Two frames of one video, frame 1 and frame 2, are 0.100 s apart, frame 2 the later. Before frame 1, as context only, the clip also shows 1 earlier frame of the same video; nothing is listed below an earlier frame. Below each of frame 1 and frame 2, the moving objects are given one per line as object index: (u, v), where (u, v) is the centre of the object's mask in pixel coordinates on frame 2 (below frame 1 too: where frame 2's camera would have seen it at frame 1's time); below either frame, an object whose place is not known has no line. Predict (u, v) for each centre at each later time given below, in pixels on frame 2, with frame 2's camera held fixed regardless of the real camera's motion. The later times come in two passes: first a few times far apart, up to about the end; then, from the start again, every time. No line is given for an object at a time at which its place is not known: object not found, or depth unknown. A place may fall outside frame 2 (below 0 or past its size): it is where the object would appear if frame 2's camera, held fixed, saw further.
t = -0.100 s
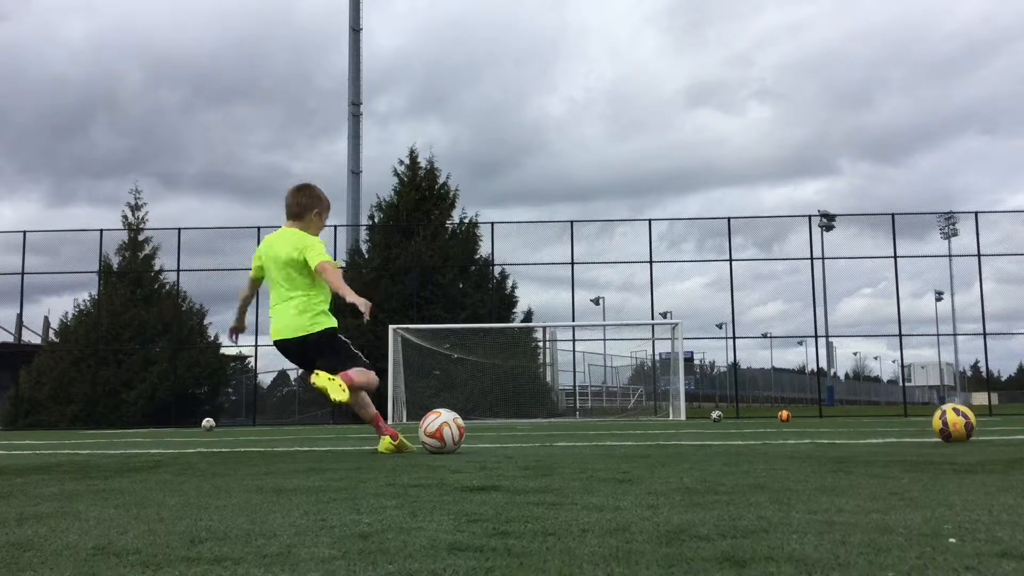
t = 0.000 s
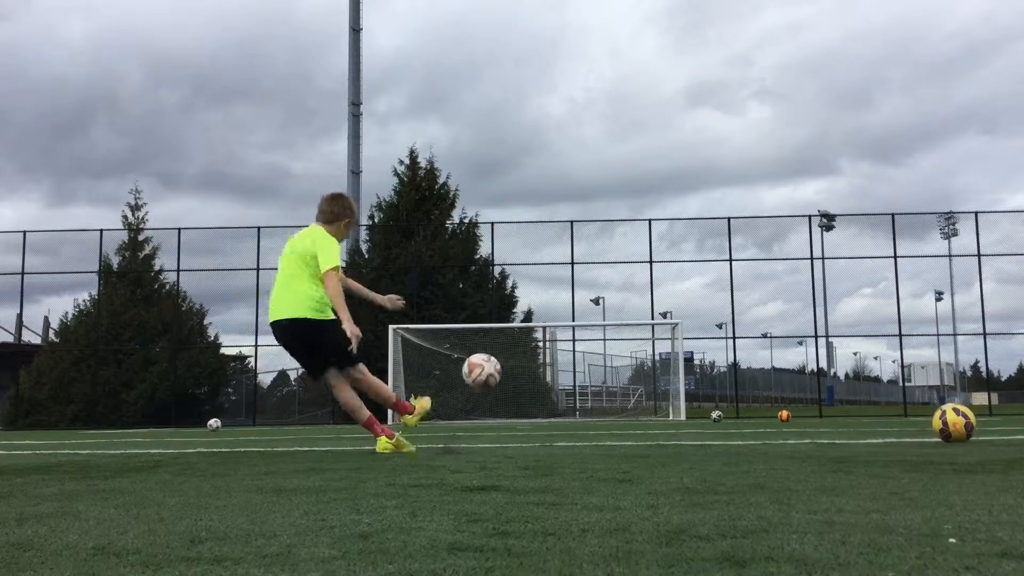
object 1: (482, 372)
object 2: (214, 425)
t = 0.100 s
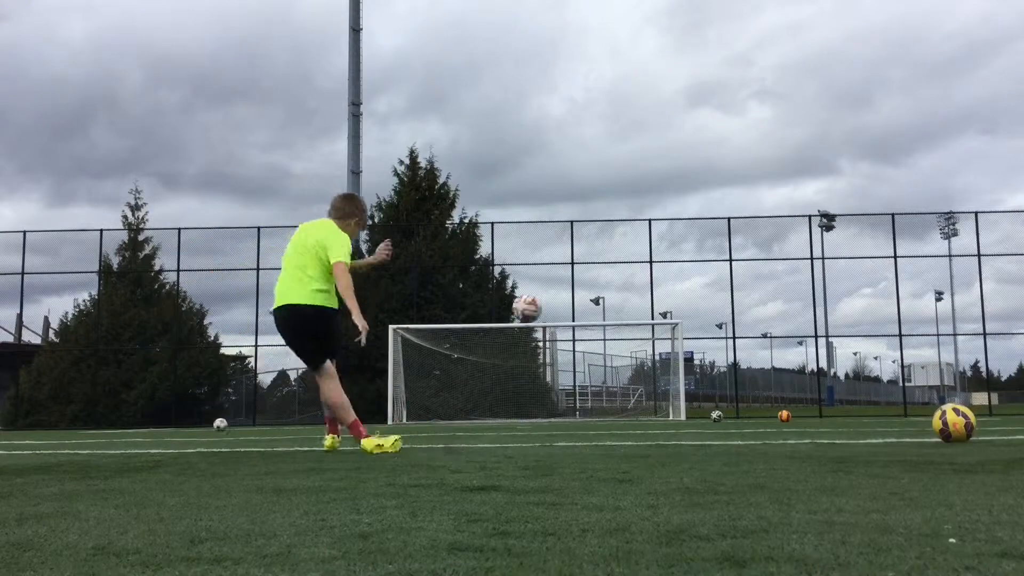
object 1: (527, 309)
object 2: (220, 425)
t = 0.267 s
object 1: (569, 265)
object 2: (230, 425)
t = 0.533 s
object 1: (607, 259)
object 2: (245, 424)
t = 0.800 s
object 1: (634, 286)
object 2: (261, 424)
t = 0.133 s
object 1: (538, 295)
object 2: (222, 424)
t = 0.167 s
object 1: (547, 285)
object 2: (224, 425)
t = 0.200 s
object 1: (555, 276)
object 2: (226, 424)
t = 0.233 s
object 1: (562, 269)
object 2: (228, 424)
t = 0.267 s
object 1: (569, 265)
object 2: (230, 425)
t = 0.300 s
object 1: (574, 261)
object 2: (232, 424)
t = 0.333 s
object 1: (580, 258)
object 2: (234, 425)
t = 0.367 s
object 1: (585, 256)
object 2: (236, 424)
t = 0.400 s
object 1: (590, 255)
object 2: (238, 424)
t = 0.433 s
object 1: (595, 255)
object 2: (240, 424)
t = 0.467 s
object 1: (599, 256)
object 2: (242, 424)
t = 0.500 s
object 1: (603, 256)
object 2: (243, 424)
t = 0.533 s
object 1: (607, 259)
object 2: (245, 424)
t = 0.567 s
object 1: (611, 261)
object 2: (247, 424)
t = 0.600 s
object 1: (615, 263)
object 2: (250, 424)
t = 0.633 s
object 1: (618, 266)
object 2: (251, 424)
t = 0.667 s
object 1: (622, 270)
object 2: (253, 424)
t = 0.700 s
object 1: (625, 273)
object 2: (255, 424)
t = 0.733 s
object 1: (628, 278)
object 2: (257, 424)
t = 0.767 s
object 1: (631, 282)
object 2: (259, 424)
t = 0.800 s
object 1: (634, 286)
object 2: (261, 424)
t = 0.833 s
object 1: (637, 291)
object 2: (264, 424)
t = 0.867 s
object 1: (640, 295)
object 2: (265, 424)
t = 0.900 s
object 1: (643, 300)
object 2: (267, 424)
